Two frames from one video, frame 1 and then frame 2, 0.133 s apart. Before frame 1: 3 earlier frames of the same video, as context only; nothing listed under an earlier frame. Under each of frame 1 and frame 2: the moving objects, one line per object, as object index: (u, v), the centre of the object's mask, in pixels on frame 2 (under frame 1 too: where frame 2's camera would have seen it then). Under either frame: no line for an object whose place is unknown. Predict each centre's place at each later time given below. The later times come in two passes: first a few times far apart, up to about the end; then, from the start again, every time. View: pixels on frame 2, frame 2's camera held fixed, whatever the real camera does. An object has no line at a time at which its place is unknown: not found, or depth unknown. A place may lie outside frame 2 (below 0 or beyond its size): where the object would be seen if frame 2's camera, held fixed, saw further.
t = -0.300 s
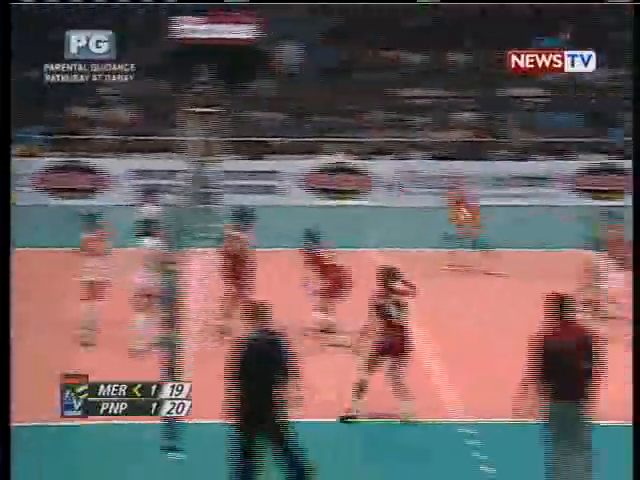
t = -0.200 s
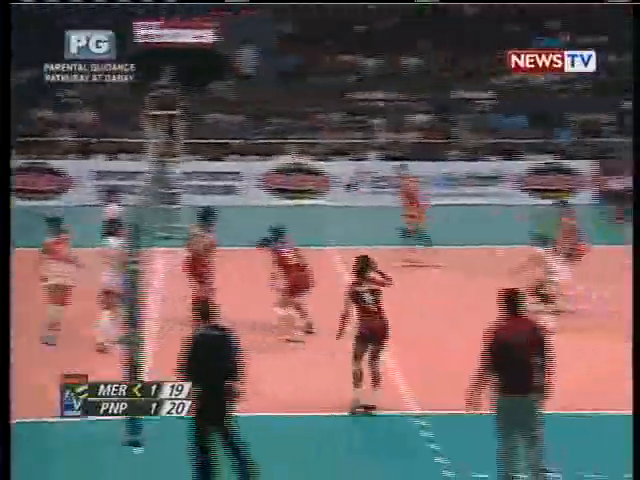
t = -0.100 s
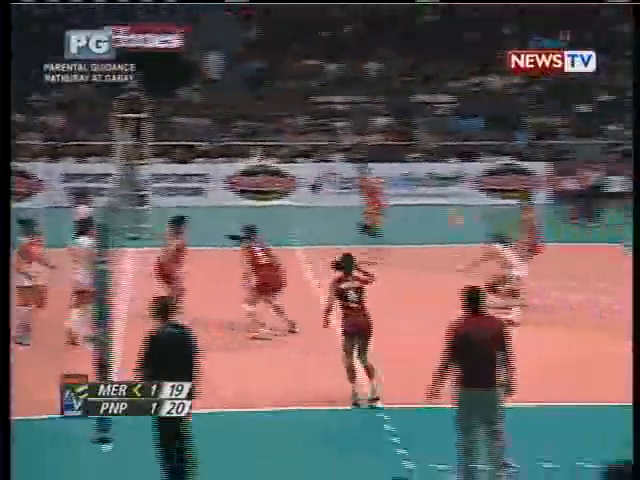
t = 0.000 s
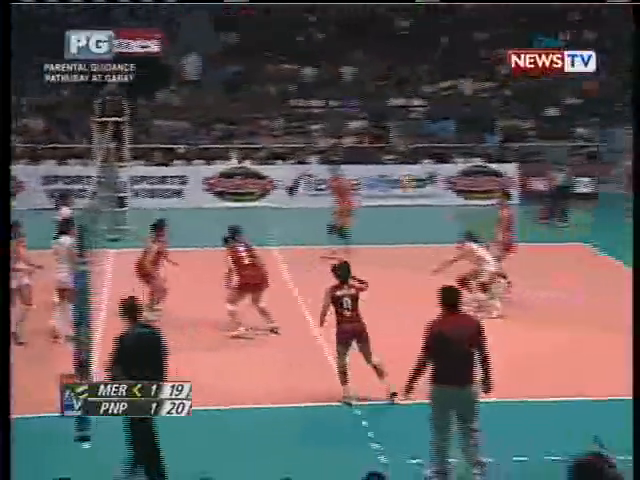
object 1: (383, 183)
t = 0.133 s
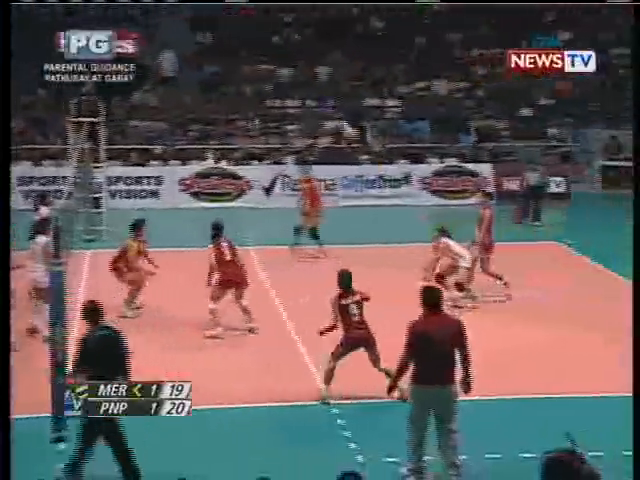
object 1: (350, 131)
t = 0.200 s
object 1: (333, 111)
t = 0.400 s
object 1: (287, 72)
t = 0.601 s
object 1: (244, 61)
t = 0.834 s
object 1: (194, 79)
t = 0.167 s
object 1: (340, 120)
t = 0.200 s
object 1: (333, 111)
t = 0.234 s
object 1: (325, 103)
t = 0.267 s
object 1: (318, 96)
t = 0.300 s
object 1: (311, 89)
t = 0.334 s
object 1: (303, 83)
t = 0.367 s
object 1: (295, 76)
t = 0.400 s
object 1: (287, 72)
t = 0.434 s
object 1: (282, 69)
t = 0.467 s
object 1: (274, 66)
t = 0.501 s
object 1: (266, 64)
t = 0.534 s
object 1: (259, 62)
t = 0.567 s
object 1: (252, 61)
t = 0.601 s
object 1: (244, 61)
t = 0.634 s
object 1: (237, 62)
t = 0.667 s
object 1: (230, 62)
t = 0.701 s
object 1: (222, 64)
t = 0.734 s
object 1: (215, 67)
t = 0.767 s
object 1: (208, 70)
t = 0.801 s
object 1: (200, 74)
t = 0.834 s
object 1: (194, 79)
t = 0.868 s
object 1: (187, 83)
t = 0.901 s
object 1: (179, 91)
